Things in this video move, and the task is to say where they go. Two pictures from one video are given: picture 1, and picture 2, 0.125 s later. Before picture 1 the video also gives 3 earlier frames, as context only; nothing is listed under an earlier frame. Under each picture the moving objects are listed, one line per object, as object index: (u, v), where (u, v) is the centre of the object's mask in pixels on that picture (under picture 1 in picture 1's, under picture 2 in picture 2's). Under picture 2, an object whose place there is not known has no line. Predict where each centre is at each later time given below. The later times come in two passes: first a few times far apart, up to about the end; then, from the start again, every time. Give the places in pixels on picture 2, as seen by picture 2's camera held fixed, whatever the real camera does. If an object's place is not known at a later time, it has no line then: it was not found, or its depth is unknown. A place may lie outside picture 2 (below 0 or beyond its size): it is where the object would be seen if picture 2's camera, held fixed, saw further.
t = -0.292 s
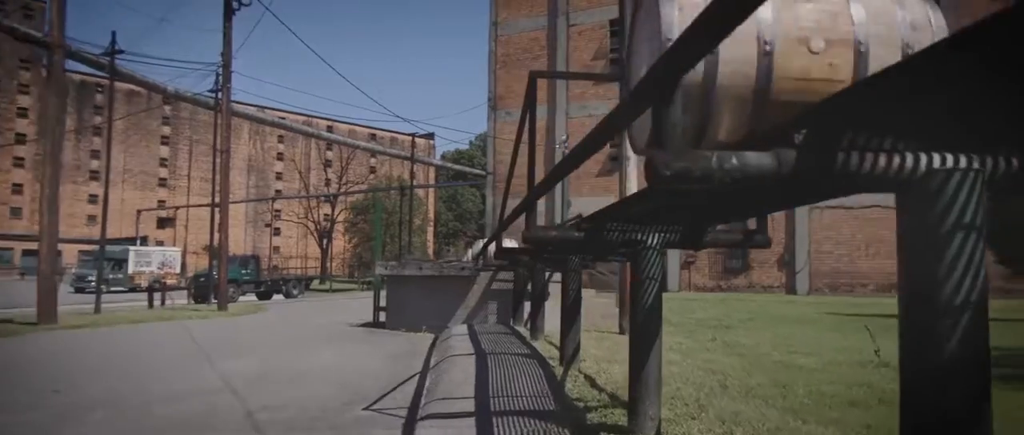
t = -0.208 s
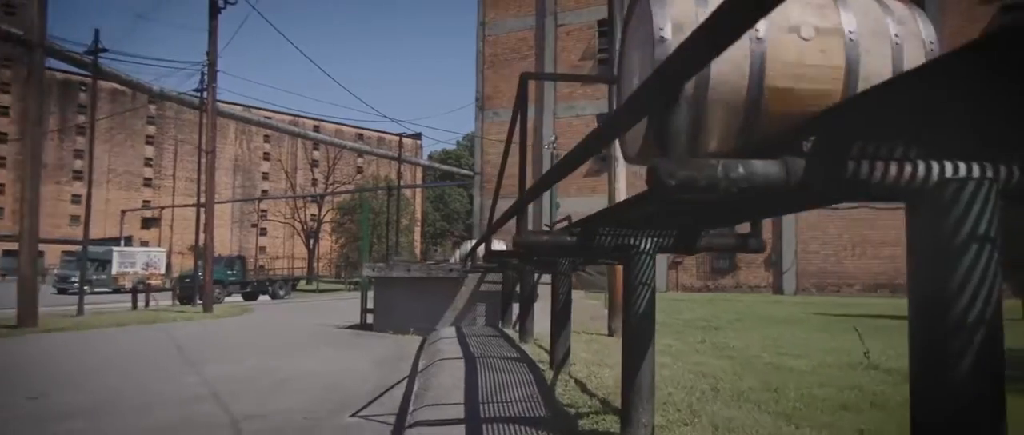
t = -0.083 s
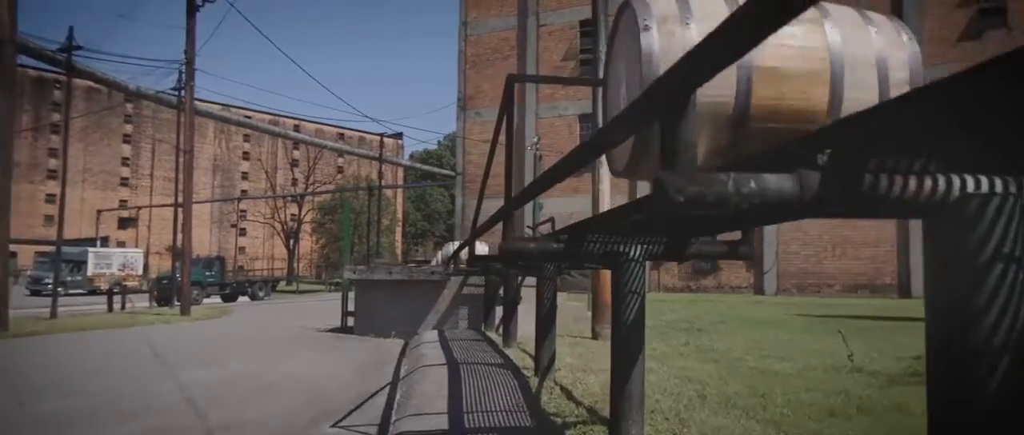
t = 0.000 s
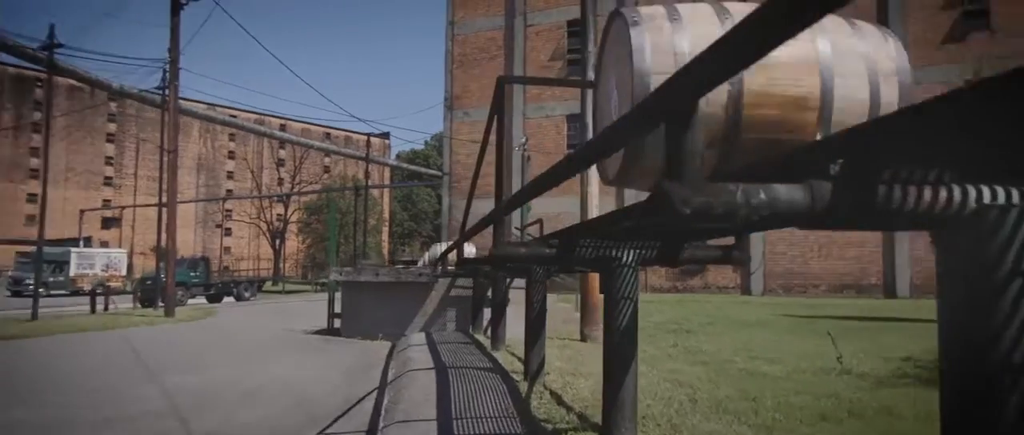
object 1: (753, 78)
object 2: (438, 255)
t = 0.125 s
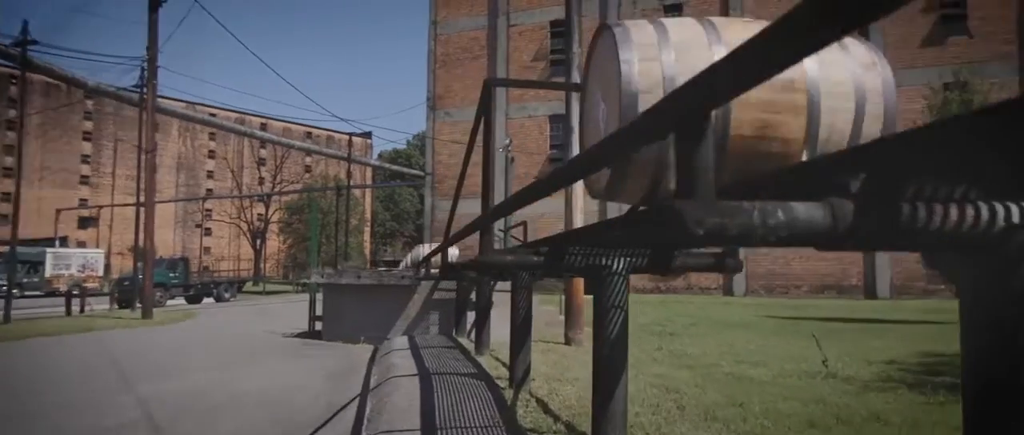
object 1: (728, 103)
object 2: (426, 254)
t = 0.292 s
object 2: (427, 257)
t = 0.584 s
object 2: (420, 258)
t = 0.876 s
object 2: (423, 260)
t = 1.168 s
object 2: (425, 263)
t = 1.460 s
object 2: (428, 265)
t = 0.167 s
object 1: (729, 110)
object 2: (427, 255)
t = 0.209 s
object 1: (729, 118)
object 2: (427, 255)
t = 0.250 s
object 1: (735, 122)
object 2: (427, 257)
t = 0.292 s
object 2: (427, 257)
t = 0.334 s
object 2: (427, 258)
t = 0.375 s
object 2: (427, 259)
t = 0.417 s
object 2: (419, 257)
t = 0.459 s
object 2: (419, 257)
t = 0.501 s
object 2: (420, 257)
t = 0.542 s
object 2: (420, 258)
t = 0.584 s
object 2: (420, 258)
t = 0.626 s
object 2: (421, 258)
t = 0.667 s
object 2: (421, 258)
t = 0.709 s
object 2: (423, 258)
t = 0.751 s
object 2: (422, 259)
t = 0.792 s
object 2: (422, 259)
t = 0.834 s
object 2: (422, 260)
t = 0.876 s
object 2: (423, 260)
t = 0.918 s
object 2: (423, 261)
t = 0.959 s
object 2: (423, 261)
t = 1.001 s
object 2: (423, 262)
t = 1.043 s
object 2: (424, 262)
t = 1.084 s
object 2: (424, 262)
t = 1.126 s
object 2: (425, 263)
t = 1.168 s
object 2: (425, 263)
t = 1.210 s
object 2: (425, 263)
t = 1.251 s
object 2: (426, 264)
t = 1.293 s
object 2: (426, 264)
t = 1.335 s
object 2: (427, 264)
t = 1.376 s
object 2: (428, 264)
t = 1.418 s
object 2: (428, 265)
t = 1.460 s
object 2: (428, 265)
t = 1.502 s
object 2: (429, 265)
